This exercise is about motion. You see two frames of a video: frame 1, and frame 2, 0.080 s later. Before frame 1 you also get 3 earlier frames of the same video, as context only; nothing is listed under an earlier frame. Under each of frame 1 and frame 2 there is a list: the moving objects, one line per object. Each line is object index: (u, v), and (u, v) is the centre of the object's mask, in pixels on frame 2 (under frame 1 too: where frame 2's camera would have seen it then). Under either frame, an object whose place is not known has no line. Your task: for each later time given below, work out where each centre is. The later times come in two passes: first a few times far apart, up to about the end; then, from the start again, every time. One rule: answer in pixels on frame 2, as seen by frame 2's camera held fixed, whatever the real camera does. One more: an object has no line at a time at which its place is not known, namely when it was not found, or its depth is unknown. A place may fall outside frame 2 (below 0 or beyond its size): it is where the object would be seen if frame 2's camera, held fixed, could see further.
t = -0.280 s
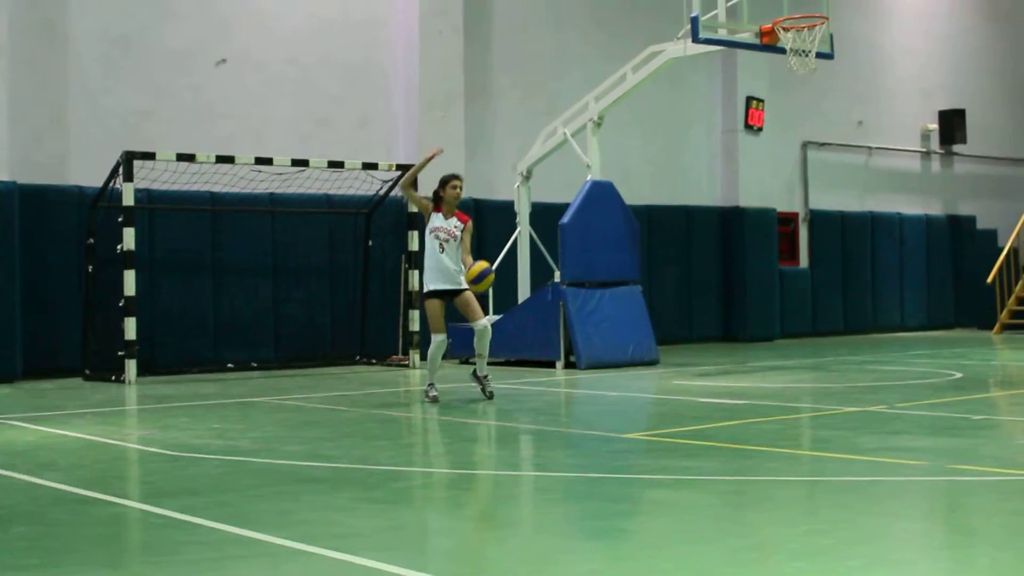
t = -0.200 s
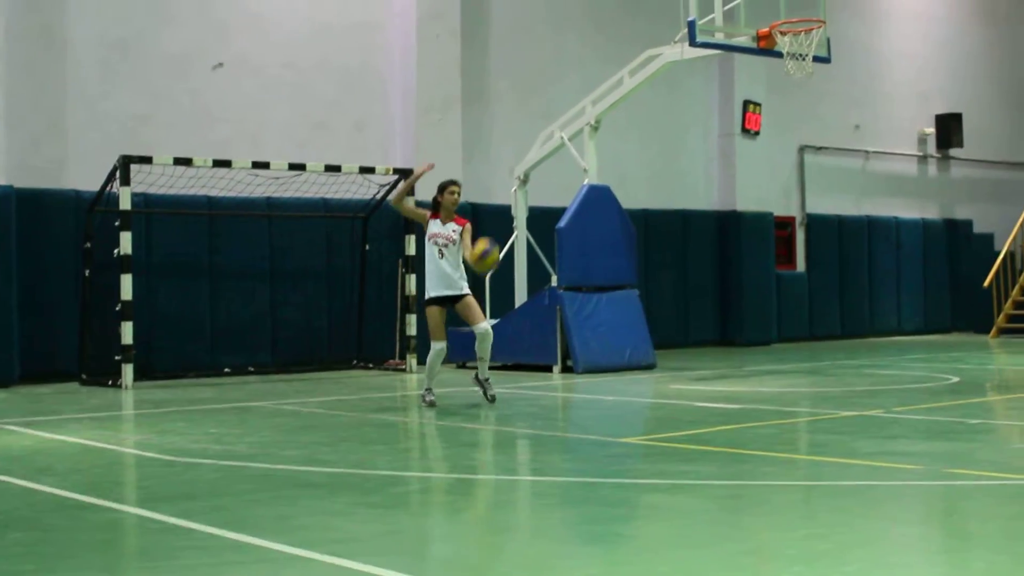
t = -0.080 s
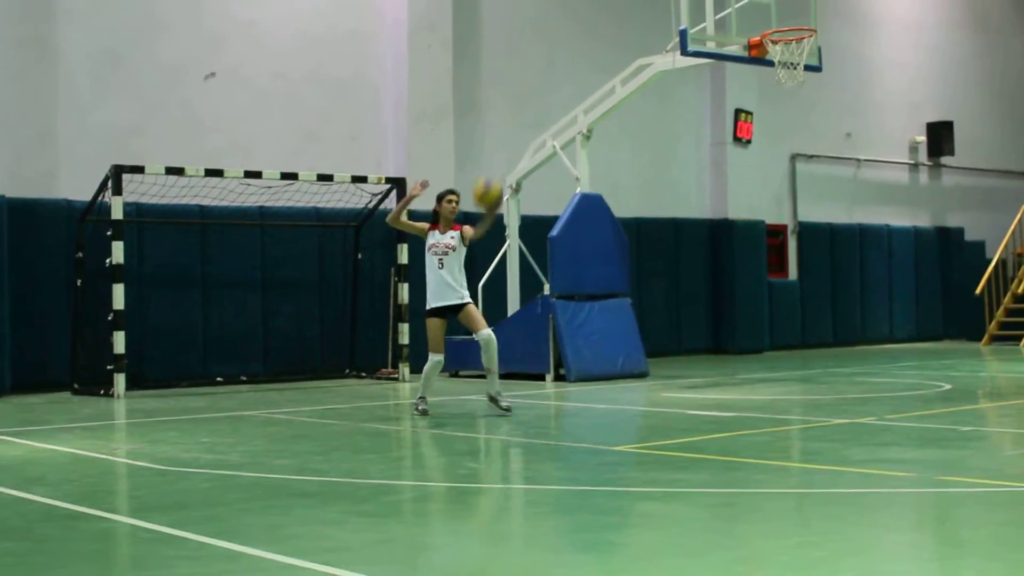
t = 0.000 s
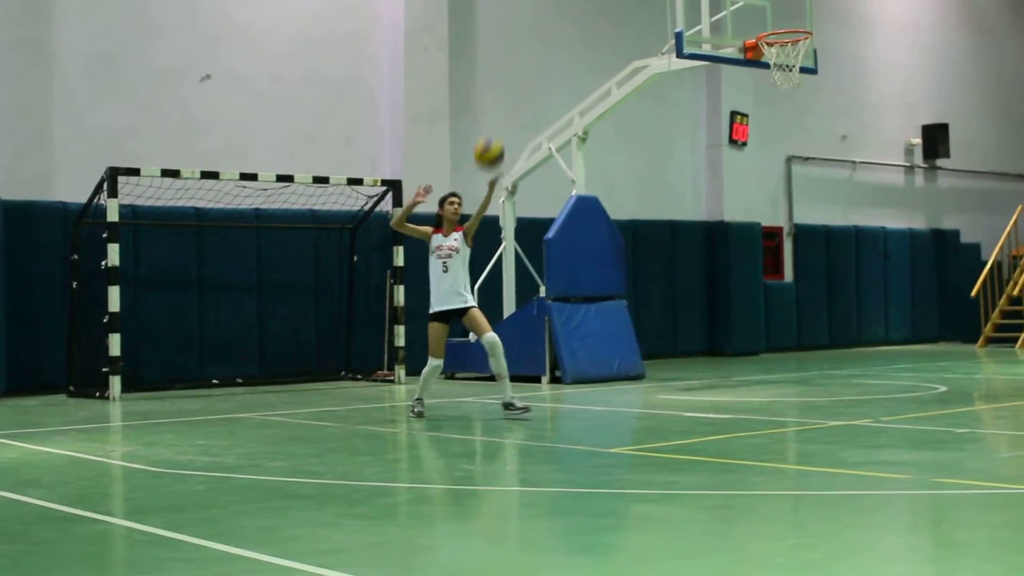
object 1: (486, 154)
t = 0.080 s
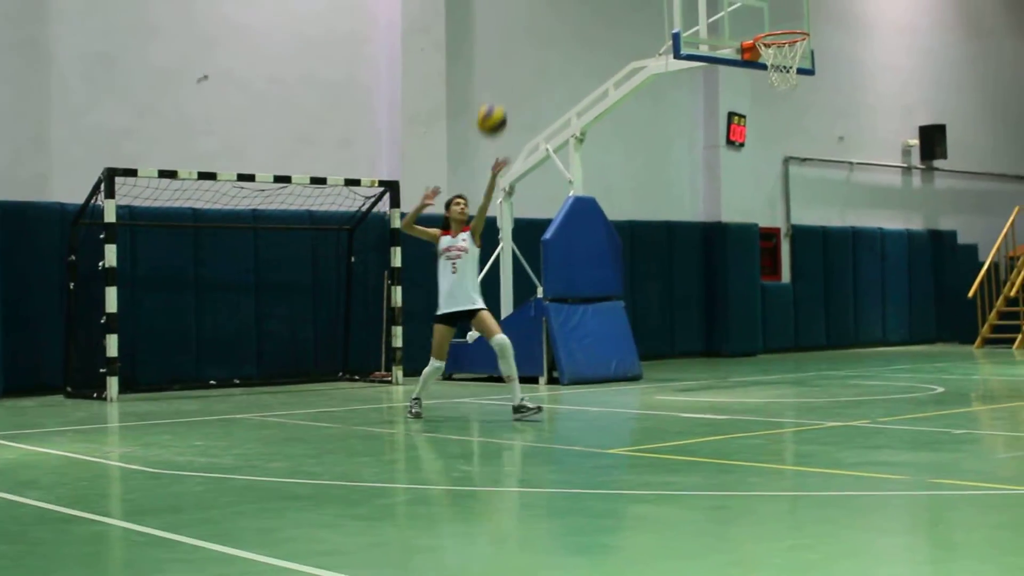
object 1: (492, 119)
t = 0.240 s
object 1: (502, 80)
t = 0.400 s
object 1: (513, 76)
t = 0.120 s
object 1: (494, 107)
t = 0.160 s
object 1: (497, 95)
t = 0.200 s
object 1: (499, 87)
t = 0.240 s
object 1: (502, 80)
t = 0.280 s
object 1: (505, 75)
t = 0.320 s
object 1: (507, 74)
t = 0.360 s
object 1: (510, 73)
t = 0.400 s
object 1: (513, 76)
